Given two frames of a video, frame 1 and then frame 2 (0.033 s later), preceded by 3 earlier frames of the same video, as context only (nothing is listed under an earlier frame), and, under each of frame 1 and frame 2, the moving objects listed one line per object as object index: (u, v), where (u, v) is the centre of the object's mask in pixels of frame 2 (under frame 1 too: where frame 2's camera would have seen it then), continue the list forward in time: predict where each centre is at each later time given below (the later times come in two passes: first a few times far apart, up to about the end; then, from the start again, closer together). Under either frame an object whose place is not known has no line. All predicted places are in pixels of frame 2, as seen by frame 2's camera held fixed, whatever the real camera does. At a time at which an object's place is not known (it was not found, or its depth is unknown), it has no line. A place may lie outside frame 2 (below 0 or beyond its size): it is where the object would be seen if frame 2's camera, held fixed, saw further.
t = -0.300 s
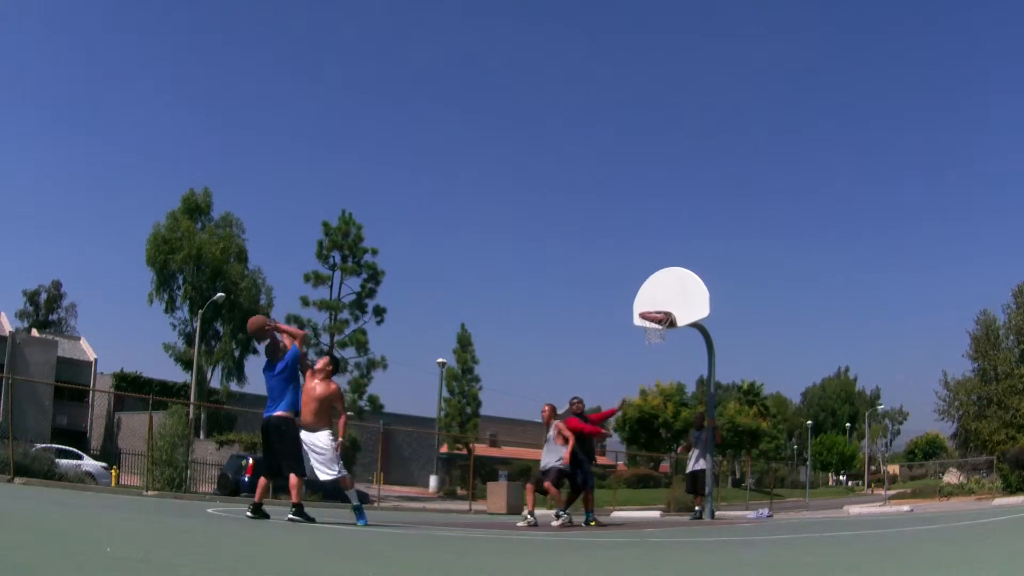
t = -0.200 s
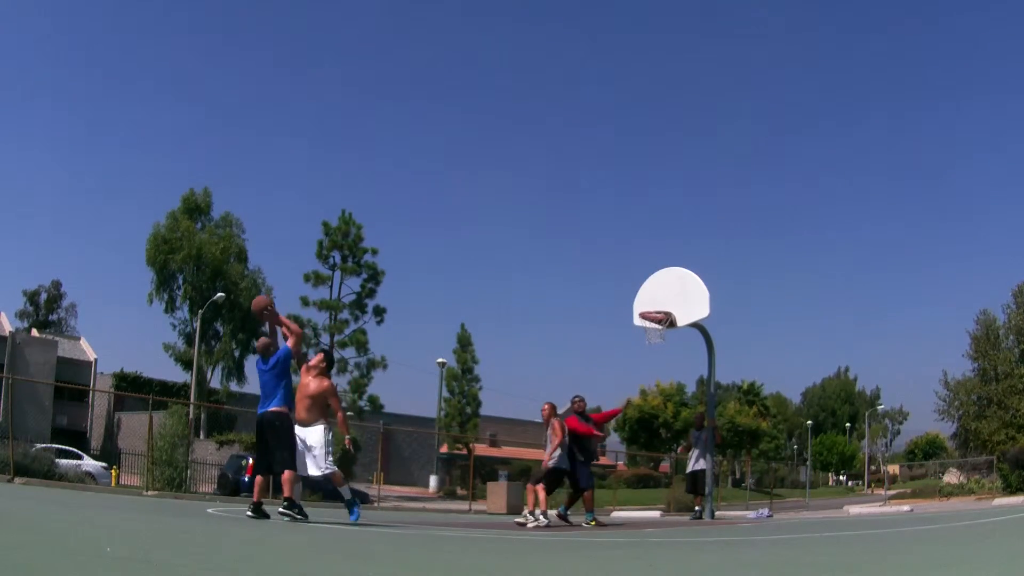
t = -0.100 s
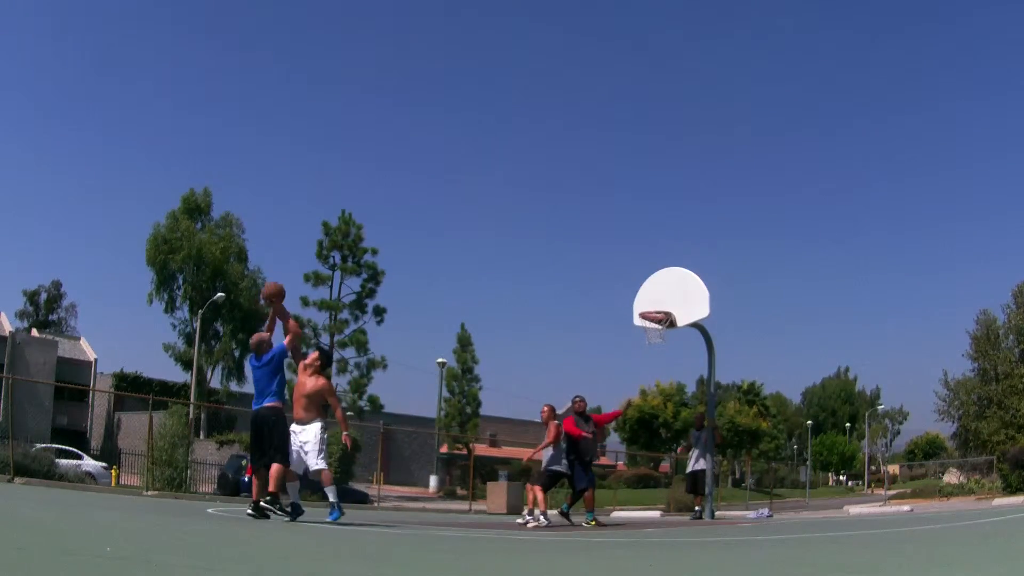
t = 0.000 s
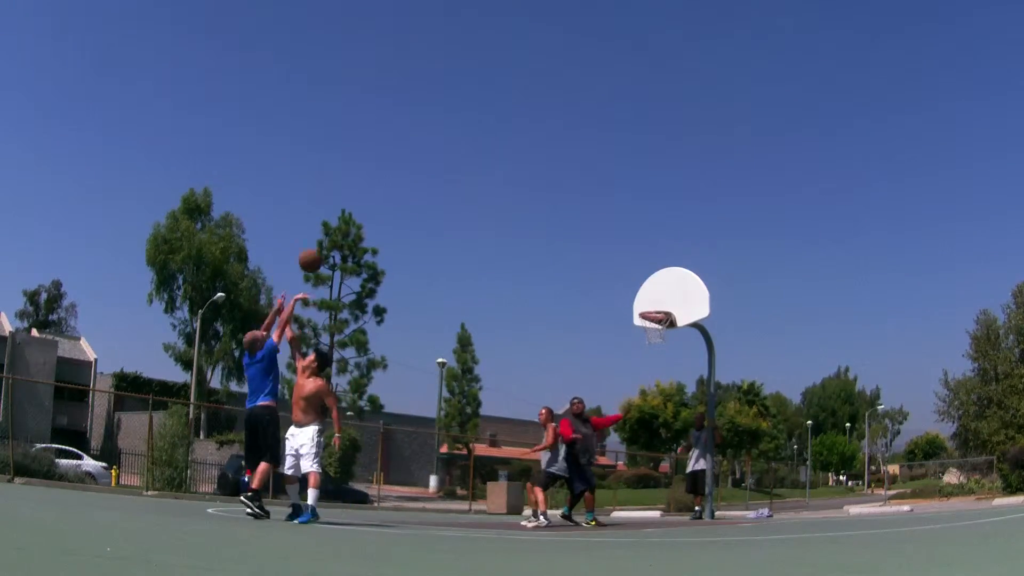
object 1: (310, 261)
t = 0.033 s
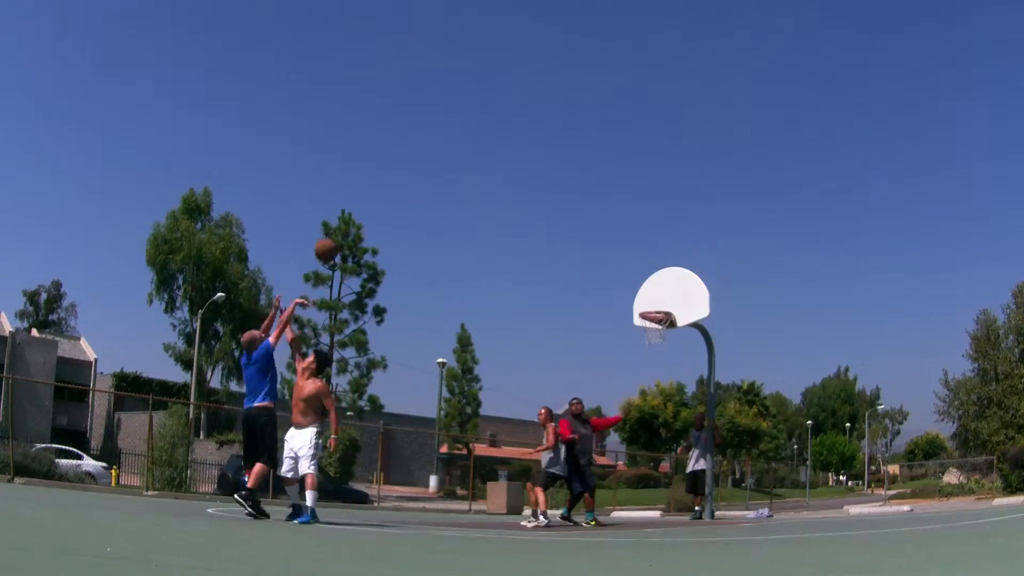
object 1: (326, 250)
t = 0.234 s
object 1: (417, 210)
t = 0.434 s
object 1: (498, 207)
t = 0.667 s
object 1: (583, 246)
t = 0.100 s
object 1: (357, 232)
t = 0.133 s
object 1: (373, 225)
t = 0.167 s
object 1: (388, 219)
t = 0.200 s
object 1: (402, 214)
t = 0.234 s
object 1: (417, 210)
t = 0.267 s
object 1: (431, 207)
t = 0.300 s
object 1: (444, 205)
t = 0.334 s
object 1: (459, 204)
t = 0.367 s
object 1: (472, 204)
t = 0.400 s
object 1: (485, 205)
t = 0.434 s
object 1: (498, 207)
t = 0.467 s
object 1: (511, 209)
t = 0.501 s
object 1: (523, 214)
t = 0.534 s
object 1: (535, 218)
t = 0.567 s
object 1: (547, 224)
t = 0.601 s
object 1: (559, 230)
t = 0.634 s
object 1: (571, 237)
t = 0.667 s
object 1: (583, 246)
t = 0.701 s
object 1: (594, 255)
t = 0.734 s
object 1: (605, 264)
